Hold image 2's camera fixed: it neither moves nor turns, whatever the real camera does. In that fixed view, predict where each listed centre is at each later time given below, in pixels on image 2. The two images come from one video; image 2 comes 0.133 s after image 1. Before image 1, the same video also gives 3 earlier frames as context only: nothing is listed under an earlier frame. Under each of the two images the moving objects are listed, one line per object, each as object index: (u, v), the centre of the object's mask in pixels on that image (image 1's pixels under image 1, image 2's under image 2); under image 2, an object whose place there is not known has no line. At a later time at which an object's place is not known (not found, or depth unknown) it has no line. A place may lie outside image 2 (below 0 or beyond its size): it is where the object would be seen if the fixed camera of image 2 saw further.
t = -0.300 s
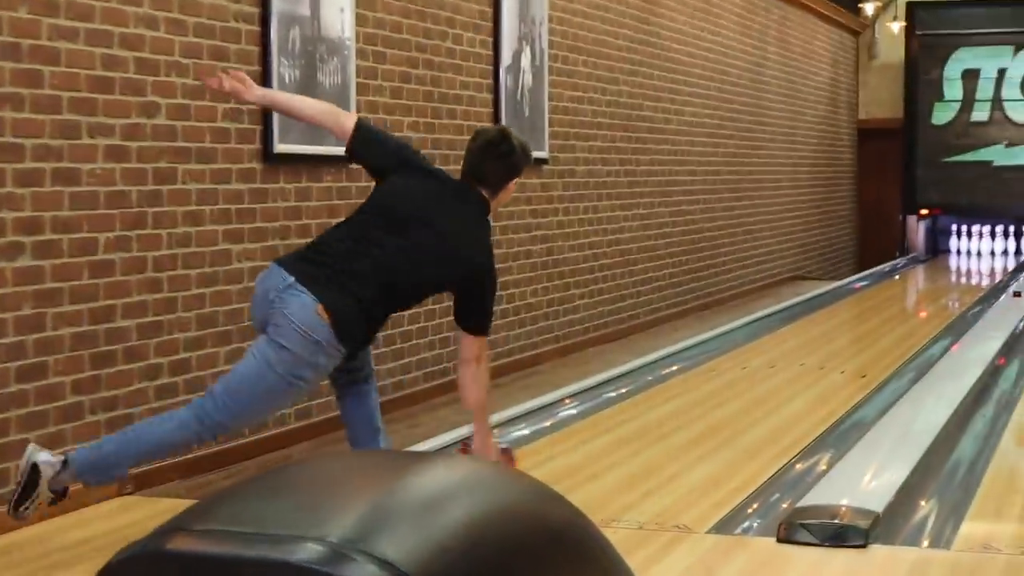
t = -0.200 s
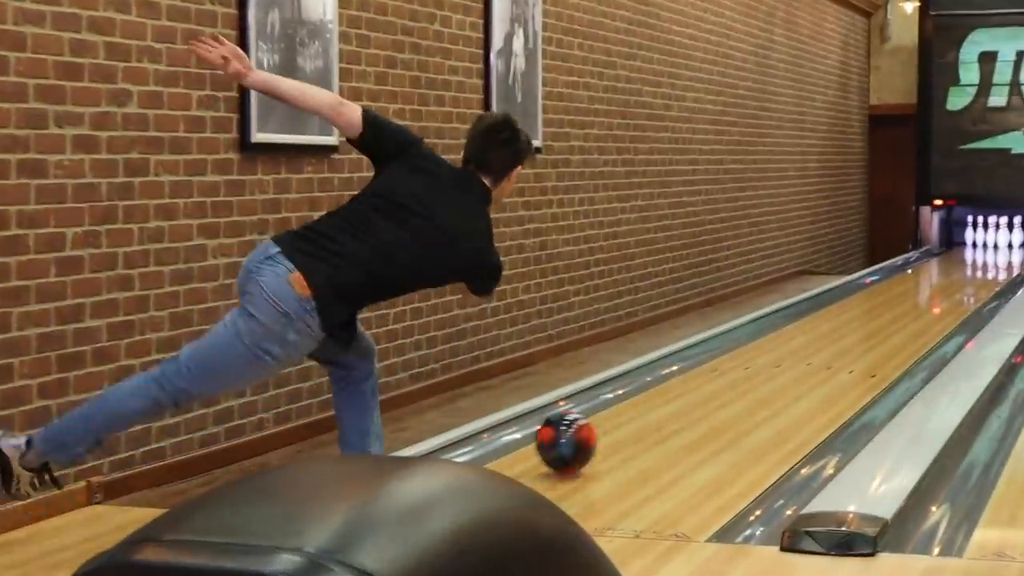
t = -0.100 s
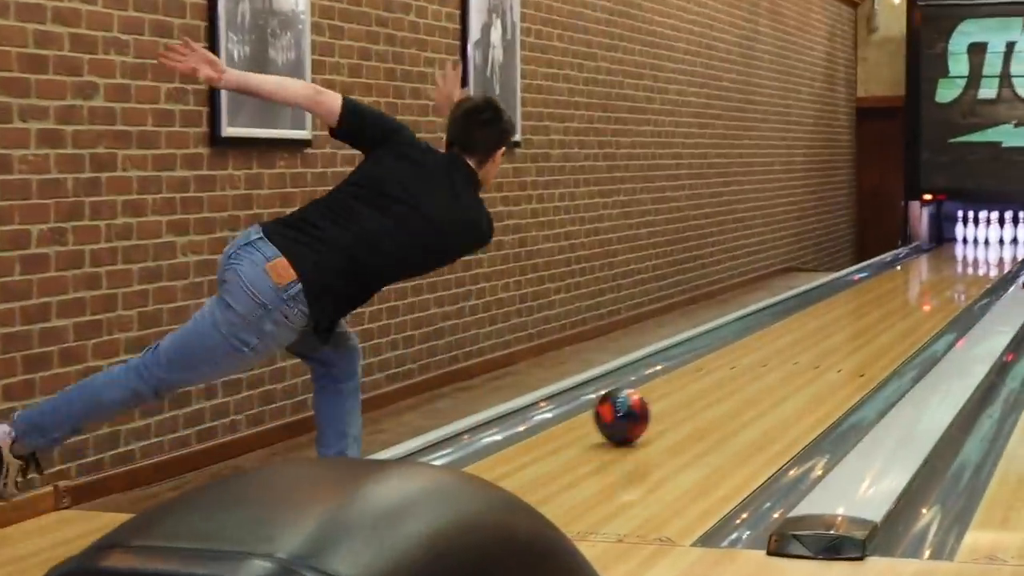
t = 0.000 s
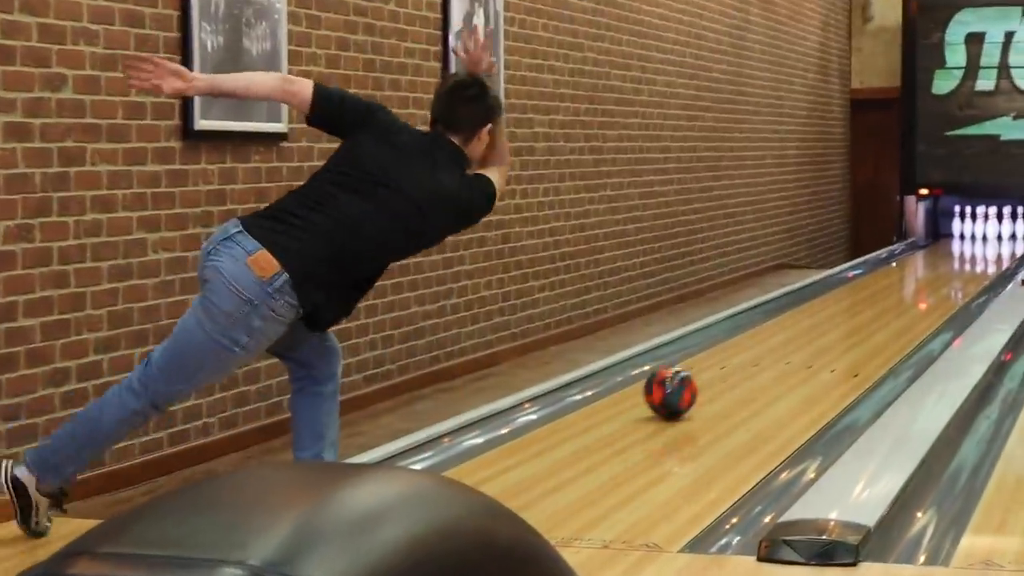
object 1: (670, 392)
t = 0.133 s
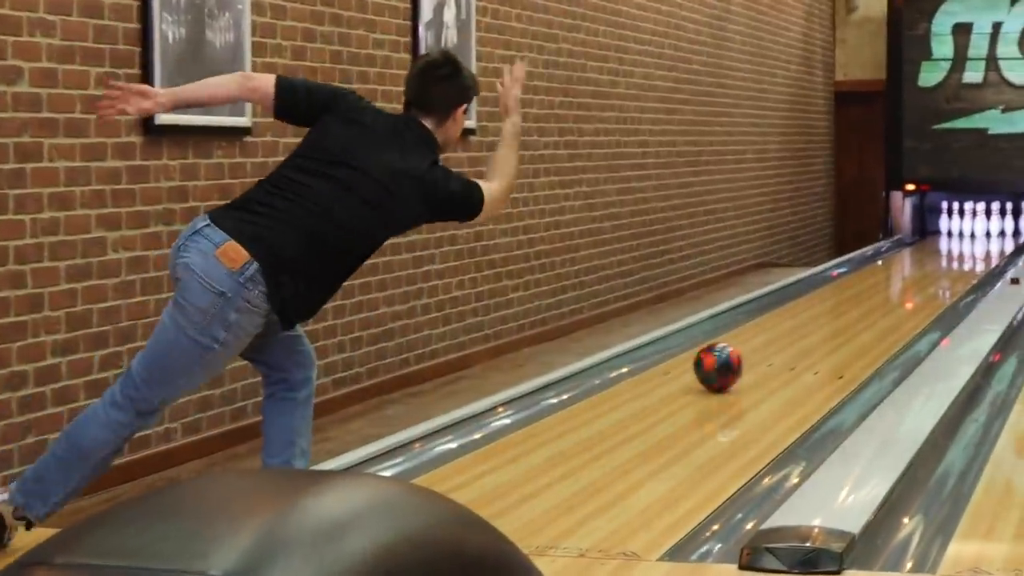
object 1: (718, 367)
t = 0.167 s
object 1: (732, 362)
